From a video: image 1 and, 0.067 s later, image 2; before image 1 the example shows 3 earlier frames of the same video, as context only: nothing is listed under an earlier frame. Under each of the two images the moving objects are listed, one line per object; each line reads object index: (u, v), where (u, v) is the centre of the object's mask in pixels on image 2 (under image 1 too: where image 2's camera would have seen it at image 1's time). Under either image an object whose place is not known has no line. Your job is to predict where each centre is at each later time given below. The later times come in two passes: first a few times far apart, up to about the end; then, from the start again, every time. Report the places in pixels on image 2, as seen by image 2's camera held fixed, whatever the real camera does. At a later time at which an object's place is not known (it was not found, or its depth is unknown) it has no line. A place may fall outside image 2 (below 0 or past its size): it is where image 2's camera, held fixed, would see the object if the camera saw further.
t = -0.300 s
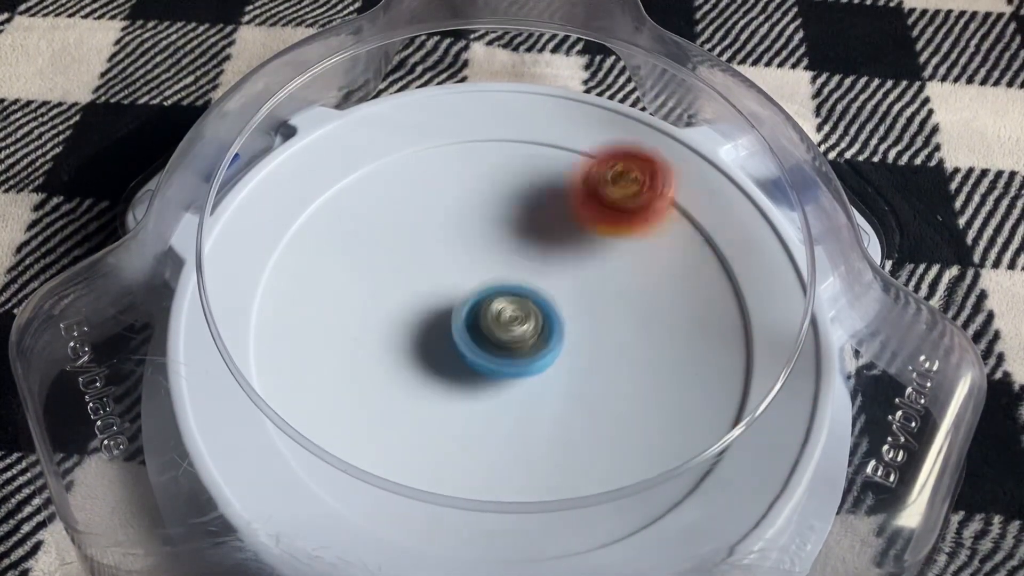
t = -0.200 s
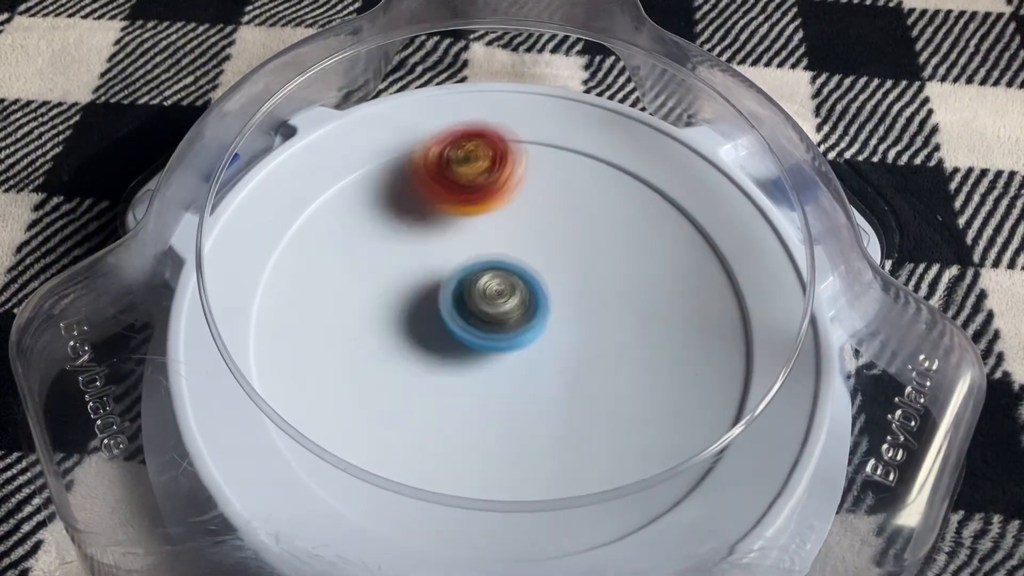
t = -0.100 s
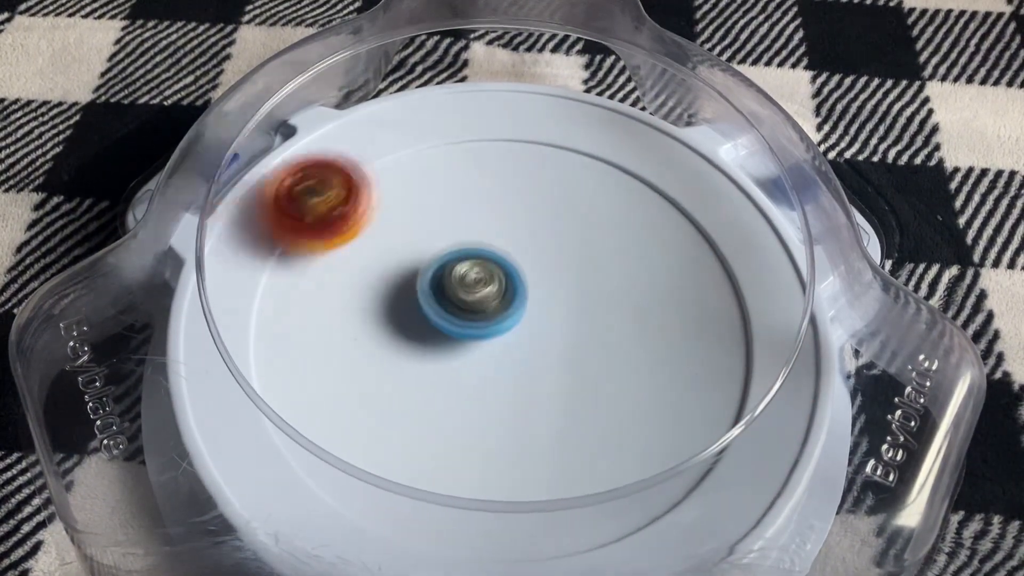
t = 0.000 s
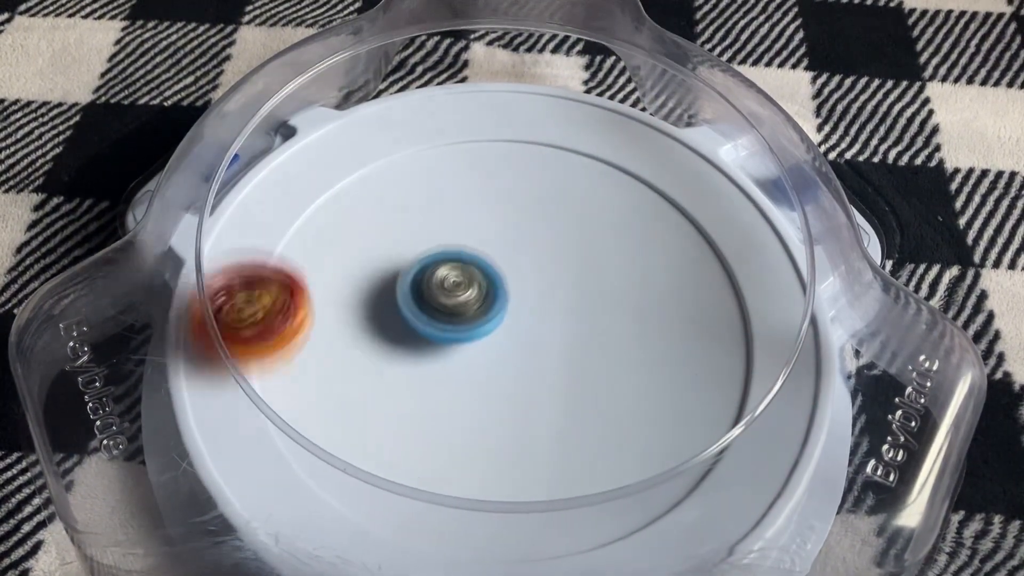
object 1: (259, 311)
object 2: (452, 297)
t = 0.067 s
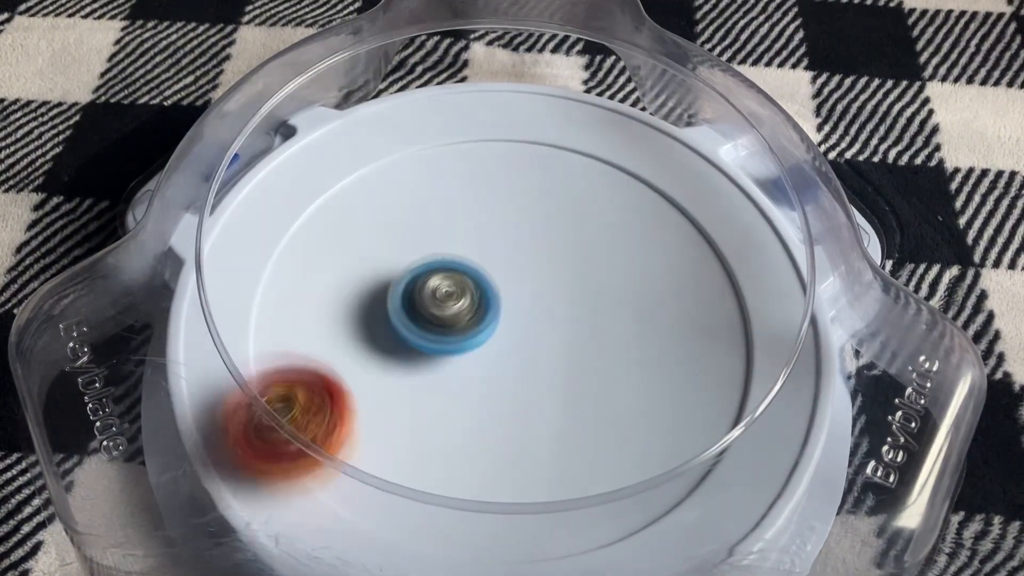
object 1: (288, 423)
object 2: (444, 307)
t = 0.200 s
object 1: (567, 521)
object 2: (443, 336)
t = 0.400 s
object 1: (727, 300)
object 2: (497, 351)
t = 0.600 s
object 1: (493, 169)
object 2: (534, 308)
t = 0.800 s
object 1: (263, 262)
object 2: (503, 281)
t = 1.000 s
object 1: (466, 522)
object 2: (466, 313)
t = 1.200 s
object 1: (718, 383)
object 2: (513, 350)
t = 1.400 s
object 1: (586, 186)
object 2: (562, 320)
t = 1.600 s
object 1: (321, 174)
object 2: (528, 288)
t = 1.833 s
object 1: (374, 491)
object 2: (491, 331)
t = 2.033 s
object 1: (698, 437)
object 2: (538, 368)
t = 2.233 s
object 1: (670, 216)
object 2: (579, 332)
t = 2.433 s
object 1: (434, 131)
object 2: (549, 286)
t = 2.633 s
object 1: (278, 276)
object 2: (510, 303)
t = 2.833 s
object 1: (498, 487)
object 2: (529, 341)
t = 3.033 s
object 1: (745, 326)
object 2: (552, 332)
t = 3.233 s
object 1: (617, 122)
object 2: (531, 308)
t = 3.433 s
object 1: (331, 157)
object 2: (519, 322)
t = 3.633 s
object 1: (345, 429)
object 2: (525, 332)
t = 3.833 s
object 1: (683, 437)
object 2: (523, 327)
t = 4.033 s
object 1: (713, 197)
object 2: (519, 320)
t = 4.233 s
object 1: (467, 101)
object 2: (518, 315)
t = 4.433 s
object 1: (278, 272)
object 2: (514, 311)
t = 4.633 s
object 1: (492, 489)
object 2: (511, 309)
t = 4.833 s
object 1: (745, 331)
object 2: (508, 308)
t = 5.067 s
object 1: (595, 119)
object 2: (505, 307)
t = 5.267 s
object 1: (337, 169)
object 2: (505, 308)
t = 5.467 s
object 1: (322, 414)
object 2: (506, 307)
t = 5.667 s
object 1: (649, 459)
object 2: (509, 306)
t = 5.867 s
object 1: (731, 250)
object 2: (514, 306)
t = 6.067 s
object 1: (527, 127)
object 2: (517, 306)
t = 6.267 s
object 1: (299, 218)
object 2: (517, 306)
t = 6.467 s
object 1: (366, 449)
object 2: (518, 307)
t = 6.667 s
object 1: (676, 439)
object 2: (520, 309)
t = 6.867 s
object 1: (720, 224)
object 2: (522, 311)
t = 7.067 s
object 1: (518, 115)
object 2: (524, 312)
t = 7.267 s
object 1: (303, 202)
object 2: (525, 312)
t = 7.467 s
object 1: (335, 428)
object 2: (524, 312)
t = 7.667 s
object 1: (683, 439)
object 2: (522, 313)
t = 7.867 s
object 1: (458, 126)
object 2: (524, 316)
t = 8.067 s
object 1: (552, 491)
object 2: (518, 313)
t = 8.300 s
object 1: (478, 128)
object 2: (507, 308)
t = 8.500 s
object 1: (488, 488)
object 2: (504, 308)
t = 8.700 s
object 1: (611, 143)
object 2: (508, 307)
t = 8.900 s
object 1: (338, 405)
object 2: (516, 303)
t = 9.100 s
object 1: (720, 242)
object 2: (516, 307)
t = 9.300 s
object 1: (308, 259)
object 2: (523, 312)
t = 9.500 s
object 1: (706, 383)
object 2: (523, 312)
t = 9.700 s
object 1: (418, 161)
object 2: (522, 316)
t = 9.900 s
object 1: (568, 472)
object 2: (521, 314)
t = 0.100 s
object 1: (333, 474)
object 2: (441, 313)
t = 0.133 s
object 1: (404, 510)
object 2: (439, 321)
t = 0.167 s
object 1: (484, 523)
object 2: (440, 328)
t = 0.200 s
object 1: (567, 521)
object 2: (443, 336)
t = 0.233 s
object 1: (637, 492)
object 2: (448, 343)
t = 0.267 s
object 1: (686, 456)
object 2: (455, 349)
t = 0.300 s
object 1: (716, 414)
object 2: (464, 353)
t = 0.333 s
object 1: (728, 372)
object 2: (475, 354)
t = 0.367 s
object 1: (736, 338)
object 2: (486, 354)
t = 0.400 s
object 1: (727, 300)
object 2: (497, 351)
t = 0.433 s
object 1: (705, 266)
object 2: (508, 347)
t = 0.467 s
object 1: (672, 234)
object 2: (517, 341)
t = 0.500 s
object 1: (633, 209)
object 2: (525, 333)
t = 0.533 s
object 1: (590, 190)
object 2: (531, 325)
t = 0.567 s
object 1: (542, 178)
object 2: (534, 316)
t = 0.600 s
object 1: (493, 169)
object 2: (534, 308)
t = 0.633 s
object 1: (444, 167)
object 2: (533, 301)
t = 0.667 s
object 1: (397, 170)
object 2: (530, 294)
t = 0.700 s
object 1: (352, 179)
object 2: (526, 288)
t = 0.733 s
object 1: (309, 195)
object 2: (520, 284)
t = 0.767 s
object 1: (276, 220)
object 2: (513, 282)
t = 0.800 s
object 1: (263, 262)
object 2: (503, 281)
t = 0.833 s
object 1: (266, 310)
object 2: (494, 282)
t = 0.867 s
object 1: (267, 363)
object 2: (485, 285)
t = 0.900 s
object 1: (281, 419)
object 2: (477, 290)
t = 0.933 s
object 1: (331, 465)
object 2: (471, 297)
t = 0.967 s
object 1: (393, 504)
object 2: (467, 305)
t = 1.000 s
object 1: (466, 522)
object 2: (466, 313)
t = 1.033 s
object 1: (539, 521)
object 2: (468, 322)
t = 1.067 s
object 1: (603, 507)
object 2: (473, 331)
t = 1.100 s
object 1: (656, 492)
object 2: (481, 339)
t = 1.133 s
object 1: (685, 459)
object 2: (490, 345)
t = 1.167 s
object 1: (710, 422)
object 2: (502, 349)
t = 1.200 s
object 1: (718, 383)
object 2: (513, 350)
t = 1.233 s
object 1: (725, 351)
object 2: (525, 349)
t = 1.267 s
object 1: (715, 310)
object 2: (536, 346)
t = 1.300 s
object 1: (694, 272)
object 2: (546, 341)
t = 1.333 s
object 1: (664, 237)
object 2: (554, 334)
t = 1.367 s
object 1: (628, 210)
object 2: (560, 328)
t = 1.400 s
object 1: (586, 186)
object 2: (562, 320)
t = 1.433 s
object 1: (544, 167)
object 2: (563, 312)
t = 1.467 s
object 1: (496, 155)
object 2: (560, 304)
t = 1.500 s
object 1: (451, 150)
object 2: (555, 298)
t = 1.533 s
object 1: (405, 149)
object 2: (547, 292)
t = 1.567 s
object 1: (359, 157)
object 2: (538, 289)
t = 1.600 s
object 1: (321, 174)
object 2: (528, 288)
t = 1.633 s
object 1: (295, 207)
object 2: (518, 288)
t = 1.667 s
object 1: (275, 249)
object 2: (509, 291)
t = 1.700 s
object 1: (260, 296)
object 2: (501, 296)
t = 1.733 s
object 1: (259, 346)
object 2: (495, 304)
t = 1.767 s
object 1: (283, 402)
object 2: (491, 312)
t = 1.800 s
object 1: (316, 457)
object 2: (490, 321)
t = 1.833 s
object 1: (374, 491)
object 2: (491, 331)
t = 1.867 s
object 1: (438, 518)
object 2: (495, 342)
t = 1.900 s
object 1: (509, 523)
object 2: (501, 351)
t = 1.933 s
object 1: (570, 519)
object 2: (509, 358)
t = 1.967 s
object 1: (623, 501)
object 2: (518, 364)
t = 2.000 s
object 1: (664, 472)
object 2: (528, 367)
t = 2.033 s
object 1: (698, 437)
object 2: (538, 368)
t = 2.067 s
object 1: (710, 394)
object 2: (548, 367)
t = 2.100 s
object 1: (726, 361)
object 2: (557, 363)
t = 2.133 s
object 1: (728, 321)
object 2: (565, 358)
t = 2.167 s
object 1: (718, 284)
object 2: (572, 351)
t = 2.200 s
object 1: (699, 248)
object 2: (576, 341)
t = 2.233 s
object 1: (670, 216)
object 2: (579, 332)
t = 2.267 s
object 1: (639, 189)
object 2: (579, 320)
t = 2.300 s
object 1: (602, 167)
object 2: (576, 309)
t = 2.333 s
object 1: (560, 149)
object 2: (572, 300)
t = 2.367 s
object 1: (519, 138)
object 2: (565, 293)
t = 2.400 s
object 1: (477, 131)
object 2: (558, 288)
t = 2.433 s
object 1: (434, 131)
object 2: (549, 286)
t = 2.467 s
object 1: (394, 135)
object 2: (541, 284)
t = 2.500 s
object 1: (355, 145)
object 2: (533, 285)
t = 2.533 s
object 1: (319, 164)
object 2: (526, 286)
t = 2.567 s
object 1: (299, 196)
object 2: (520, 291)
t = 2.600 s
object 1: (282, 234)
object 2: (514, 297)
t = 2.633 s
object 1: (278, 276)
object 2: (510, 303)
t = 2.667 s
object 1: (276, 321)
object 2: (509, 311)
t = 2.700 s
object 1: (294, 370)
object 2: (509, 318)
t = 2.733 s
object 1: (326, 412)
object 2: (512, 325)
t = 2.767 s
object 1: (375, 450)
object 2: (516, 332)
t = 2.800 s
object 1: (430, 479)
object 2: (522, 337)
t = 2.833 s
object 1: (498, 487)
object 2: (529, 341)
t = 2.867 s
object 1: (559, 487)
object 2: (536, 344)
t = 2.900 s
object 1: (619, 472)
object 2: (543, 345)
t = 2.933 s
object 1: (666, 446)
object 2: (548, 344)
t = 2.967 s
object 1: (708, 411)
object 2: (552, 341)
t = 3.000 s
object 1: (735, 369)
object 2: (553, 338)
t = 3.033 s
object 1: (745, 326)
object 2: (552, 332)
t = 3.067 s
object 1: (749, 284)
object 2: (551, 327)
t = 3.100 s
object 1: (742, 244)
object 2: (548, 321)
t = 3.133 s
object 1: (723, 206)
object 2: (544, 316)
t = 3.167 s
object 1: (695, 174)
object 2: (540, 312)
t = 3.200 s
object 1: (658, 145)
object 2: (535, 309)
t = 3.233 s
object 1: (617, 122)
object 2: (531, 308)
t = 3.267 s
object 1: (571, 107)
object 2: (526, 308)
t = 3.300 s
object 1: (522, 98)
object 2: (523, 308)
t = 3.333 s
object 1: (470, 101)
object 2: (521, 310)
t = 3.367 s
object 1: (418, 111)
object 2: (519, 314)
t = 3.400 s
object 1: (373, 130)
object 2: (519, 318)
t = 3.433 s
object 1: (331, 157)
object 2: (519, 322)
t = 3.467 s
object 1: (300, 194)
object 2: (519, 326)
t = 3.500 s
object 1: (277, 238)
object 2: (521, 329)
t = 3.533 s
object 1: (278, 284)
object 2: (522, 331)
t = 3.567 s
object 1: (279, 338)
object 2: (524, 332)
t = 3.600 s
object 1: (307, 385)
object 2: (525, 332)
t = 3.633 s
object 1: (345, 429)
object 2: (525, 332)
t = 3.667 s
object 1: (399, 462)
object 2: (525, 332)
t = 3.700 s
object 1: (461, 482)
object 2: (525, 331)
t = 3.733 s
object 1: (520, 492)
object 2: (525, 330)
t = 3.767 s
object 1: (585, 485)
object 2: (524, 330)
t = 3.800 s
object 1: (639, 466)
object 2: (523, 328)
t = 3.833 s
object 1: (683, 437)
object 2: (523, 327)
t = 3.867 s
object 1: (716, 396)
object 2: (522, 326)
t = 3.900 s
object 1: (737, 352)
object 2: (521, 324)
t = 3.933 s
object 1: (745, 313)
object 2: (520, 323)
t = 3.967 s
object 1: (746, 272)
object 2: (520, 322)
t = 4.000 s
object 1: (733, 231)
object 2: (519, 320)
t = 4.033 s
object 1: (713, 197)
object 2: (519, 320)
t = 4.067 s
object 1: (683, 165)
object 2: (519, 319)
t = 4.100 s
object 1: (648, 140)
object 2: (518, 318)
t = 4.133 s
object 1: (607, 118)
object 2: (518, 317)
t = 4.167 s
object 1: (563, 105)
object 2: (518, 317)
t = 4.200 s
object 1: (515, 100)
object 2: (518, 316)
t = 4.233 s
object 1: (467, 101)
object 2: (518, 315)
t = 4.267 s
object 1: (421, 111)
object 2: (517, 315)
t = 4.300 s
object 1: (374, 131)
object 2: (517, 314)
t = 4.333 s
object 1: (335, 155)
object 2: (516, 313)
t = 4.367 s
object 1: (303, 190)
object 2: (515, 313)
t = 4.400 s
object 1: (279, 230)
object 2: (514, 312)
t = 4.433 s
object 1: (278, 272)
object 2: (514, 311)
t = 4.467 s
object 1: (275, 321)
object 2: (513, 310)
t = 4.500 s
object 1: (293, 371)
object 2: (513, 310)
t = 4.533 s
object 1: (324, 414)
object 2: (512, 310)
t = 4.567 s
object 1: (370, 450)
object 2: (512, 309)
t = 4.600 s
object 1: (426, 477)
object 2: (512, 309)
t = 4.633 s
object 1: (492, 489)
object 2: (511, 309)
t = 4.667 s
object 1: (558, 487)
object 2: (511, 308)
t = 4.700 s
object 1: (616, 475)
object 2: (510, 308)
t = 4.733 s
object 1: (667, 451)
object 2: (510, 308)
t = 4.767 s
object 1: (703, 412)
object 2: (509, 308)
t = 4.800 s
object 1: (731, 372)
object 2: (508, 308)
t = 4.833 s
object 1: (745, 331)
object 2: (508, 308)
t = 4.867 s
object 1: (748, 289)
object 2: (507, 307)
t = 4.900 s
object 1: (742, 249)
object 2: (506, 307)
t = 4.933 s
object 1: (725, 213)
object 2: (506, 307)
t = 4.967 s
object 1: (701, 183)
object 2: (505, 307)
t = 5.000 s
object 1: (669, 156)
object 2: (505, 308)
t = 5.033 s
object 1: (634, 134)
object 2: (505, 308)
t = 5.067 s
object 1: (595, 119)
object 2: (505, 307)
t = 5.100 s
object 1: (551, 109)
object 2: (505, 307)
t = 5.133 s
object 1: (505, 107)
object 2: (505, 308)
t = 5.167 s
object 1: (459, 110)
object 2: (505, 308)
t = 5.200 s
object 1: (417, 121)
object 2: (505, 308)
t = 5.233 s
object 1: (375, 143)
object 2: (505, 308)
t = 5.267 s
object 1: (337, 169)
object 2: (505, 308)
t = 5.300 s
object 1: (307, 200)
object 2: (505, 308)
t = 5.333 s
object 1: (284, 238)
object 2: (505, 308)
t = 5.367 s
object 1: (277, 277)
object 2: (505, 308)
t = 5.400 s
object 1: (271, 325)
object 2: (505, 308)
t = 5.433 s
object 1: (292, 370)
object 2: (505, 308)
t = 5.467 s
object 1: (322, 414)
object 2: (506, 307)
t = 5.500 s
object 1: (365, 448)
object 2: (506, 307)
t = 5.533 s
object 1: (418, 474)
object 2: (506, 307)
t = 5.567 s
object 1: (477, 487)
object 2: (507, 307)
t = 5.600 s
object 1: (538, 492)
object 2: (508, 307)
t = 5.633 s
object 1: (596, 478)
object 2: (508, 306)
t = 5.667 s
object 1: (649, 459)
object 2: (509, 306)
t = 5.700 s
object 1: (691, 431)
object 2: (510, 306)
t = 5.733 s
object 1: (716, 395)
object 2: (511, 306)
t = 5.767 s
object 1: (733, 359)
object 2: (512, 306)
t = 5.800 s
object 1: (740, 322)
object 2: (512, 306)
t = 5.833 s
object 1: (742, 288)
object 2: (513, 306)
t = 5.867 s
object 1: (731, 250)
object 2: (514, 306)
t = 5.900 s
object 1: (713, 218)
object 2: (515, 306)
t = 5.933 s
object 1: (685, 188)
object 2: (515, 306)
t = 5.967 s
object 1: (652, 166)
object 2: (516, 306)
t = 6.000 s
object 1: (612, 148)
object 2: (516, 306)
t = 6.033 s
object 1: (569, 134)
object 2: (516, 306)
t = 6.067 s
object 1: (527, 127)
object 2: (517, 306)
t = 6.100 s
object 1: (484, 127)
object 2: (517, 306)
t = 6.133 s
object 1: (442, 134)
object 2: (517, 306)
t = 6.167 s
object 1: (400, 146)
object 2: (517, 306)
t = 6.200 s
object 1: (363, 165)
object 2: (517, 306)
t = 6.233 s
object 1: (328, 189)
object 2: (517, 306)
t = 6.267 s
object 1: (299, 218)
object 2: (517, 306)
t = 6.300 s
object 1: (280, 252)
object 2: (517, 306)
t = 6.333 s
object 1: (278, 289)
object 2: (517, 306)
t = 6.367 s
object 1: (280, 334)
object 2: (517, 306)
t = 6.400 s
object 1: (300, 375)
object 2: (517, 306)
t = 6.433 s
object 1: (325, 416)
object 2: (517, 306)
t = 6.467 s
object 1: (366, 449)
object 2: (518, 307)
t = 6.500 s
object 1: (417, 471)
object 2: (518, 307)
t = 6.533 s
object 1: (470, 487)
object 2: (518, 307)
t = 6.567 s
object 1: (528, 488)
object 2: (518, 308)
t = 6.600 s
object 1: (584, 481)
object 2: (519, 308)
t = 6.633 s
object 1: (637, 465)
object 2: (519, 308)
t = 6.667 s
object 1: (676, 439)
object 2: (520, 309)
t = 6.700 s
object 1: (708, 406)
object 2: (520, 309)
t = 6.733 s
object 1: (729, 368)
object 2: (521, 309)
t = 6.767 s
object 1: (735, 328)
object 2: (521, 310)
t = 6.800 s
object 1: (742, 293)
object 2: (521, 310)
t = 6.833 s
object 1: (735, 258)
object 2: (522, 311)
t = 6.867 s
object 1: (720, 224)
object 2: (522, 311)
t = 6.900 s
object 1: (696, 194)
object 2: (522, 311)
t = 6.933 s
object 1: (667, 168)
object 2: (523, 312)
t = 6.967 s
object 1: (634, 147)
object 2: (523, 312)
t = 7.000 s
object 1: (597, 131)
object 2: (523, 312)
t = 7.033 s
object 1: (558, 120)
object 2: (523, 312)
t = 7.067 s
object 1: (518, 115)
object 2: (524, 312)
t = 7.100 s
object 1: (477, 115)
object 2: (524, 313)
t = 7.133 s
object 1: (436, 121)
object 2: (525, 313)
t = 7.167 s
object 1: (398, 133)
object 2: (525, 313)
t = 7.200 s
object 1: (363, 151)
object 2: (525, 312)
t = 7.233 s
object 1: (331, 174)
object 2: (525, 312)
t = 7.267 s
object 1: (303, 202)
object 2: (525, 312)
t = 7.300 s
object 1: (281, 235)
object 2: (525, 312)
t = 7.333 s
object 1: (275, 268)
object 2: (525, 312)
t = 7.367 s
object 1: (271, 310)
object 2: (525, 312)
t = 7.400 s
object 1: (283, 351)
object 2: (525, 312)
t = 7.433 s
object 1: (302, 394)
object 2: (525, 312)
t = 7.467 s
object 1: (335, 428)
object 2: (524, 312)
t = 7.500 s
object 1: (379, 457)
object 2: (524, 312)
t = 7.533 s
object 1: (428, 479)
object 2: (524, 312)
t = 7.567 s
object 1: (485, 489)
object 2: (523, 312)
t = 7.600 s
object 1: (540, 492)
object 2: (523, 312)
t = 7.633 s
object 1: (595, 484)
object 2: (523, 312)
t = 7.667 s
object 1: (683, 439)
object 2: (522, 313)
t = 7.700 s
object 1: (713, 406)
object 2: (522, 313)
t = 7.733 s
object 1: (748, 297)
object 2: (521, 315)
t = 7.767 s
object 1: (730, 228)
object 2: (521, 316)
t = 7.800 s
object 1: (650, 153)
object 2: (522, 317)
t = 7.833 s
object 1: (576, 126)
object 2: (523, 317)
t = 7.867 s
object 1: (458, 126)
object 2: (524, 316)
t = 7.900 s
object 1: (385, 153)
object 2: (524, 316)
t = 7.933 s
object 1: (303, 227)
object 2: (523, 315)
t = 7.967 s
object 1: (285, 293)
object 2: (523, 314)
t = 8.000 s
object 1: (317, 407)
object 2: (521, 315)
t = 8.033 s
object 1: (400, 464)
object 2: (520, 314)
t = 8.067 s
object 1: (552, 491)
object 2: (518, 313)
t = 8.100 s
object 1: (648, 461)
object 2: (517, 313)
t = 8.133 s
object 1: (731, 371)
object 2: (514, 311)
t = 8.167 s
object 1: (743, 303)
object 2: (513, 311)
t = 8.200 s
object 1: (706, 209)
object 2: (511, 310)
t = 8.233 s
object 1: (652, 165)
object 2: (510, 310)
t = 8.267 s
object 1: (551, 129)
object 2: (508, 309)
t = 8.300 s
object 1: (478, 128)
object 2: (507, 308)
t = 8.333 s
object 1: (374, 163)
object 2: (505, 308)
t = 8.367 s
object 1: (323, 208)
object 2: (504, 308)
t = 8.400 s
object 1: (290, 302)
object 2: (502, 308)
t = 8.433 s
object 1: (305, 374)
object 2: (502, 308)
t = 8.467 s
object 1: (393, 461)
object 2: (504, 308)
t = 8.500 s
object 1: (488, 488)
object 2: (504, 308)
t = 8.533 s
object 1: (633, 469)
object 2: (504, 308)
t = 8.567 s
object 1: (698, 416)
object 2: (505, 308)
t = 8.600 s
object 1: (736, 319)
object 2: (505, 308)
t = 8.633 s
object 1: (729, 256)
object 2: (505, 308)
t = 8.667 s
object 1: (670, 178)
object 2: (507, 308)
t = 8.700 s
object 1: (611, 143)
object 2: (508, 307)
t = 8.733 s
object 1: (506, 124)
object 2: (510, 306)
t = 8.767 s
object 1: (438, 135)
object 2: (512, 306)
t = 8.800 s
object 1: (347, 186)
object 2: (514, 305)
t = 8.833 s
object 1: (308, 239)
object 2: (515, 305)
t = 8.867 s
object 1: (310, 334)
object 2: (516, 303)
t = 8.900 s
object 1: (338, 405)
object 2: (516, 303)
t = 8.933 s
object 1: (441, 478)
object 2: (516, 302)
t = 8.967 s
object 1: (537, 496)
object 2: (516, 303)
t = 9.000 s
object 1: (665, 453)
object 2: (516, 303)
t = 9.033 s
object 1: (718, 396)
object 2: (516, 304)
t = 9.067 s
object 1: (740, 302)
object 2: (517, 305)
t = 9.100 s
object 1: (720, 242)
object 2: (516, 307)
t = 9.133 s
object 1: (651, 174)
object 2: (517, 308)
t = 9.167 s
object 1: (590, 148)
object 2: (518, 309)
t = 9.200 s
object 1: (489, 138)
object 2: (521, 310)
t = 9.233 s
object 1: (422, 152)
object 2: (522, 311)
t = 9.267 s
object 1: (339, 206)
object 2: (522, 312)
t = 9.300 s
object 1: (308, 259)
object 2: (523, 312)
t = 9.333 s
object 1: (311, 353)
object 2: (524, 312)
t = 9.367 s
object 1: (349, 414)
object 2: (524, 312)
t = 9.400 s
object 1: (458, 473)
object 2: (525, 313)
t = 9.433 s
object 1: (547, 480)
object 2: (524, 313)
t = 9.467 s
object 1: (659, 433)
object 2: (523, 313)
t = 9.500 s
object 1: (706, 383)
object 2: (523, 312)
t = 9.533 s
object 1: (724, 296)
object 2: (523, 313)
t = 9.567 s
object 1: (706, 240)
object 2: (522, 314)
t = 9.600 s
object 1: (640, 175)
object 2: (522, 314)
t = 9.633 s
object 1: (580, 150)
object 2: (522, 314)
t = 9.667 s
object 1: (482, 143)
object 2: (522, 315)
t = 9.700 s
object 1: (418, 161)
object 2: (522, 316)
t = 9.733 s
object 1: (343, 217)
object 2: (523, 316)
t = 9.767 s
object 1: (315, 273)
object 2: (523, 316)
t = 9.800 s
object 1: (335, 356)
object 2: (523, 316)
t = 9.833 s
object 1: (372, 422)
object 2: (523, 316)
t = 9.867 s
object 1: (482, 473)
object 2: (522, 315)
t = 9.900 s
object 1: (568, 472)
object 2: (521, 314)
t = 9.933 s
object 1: (670, 425)
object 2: (520, 313)
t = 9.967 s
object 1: (703, 364)
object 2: (518, 311)
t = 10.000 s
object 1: (718, 285)
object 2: (515, 310)
